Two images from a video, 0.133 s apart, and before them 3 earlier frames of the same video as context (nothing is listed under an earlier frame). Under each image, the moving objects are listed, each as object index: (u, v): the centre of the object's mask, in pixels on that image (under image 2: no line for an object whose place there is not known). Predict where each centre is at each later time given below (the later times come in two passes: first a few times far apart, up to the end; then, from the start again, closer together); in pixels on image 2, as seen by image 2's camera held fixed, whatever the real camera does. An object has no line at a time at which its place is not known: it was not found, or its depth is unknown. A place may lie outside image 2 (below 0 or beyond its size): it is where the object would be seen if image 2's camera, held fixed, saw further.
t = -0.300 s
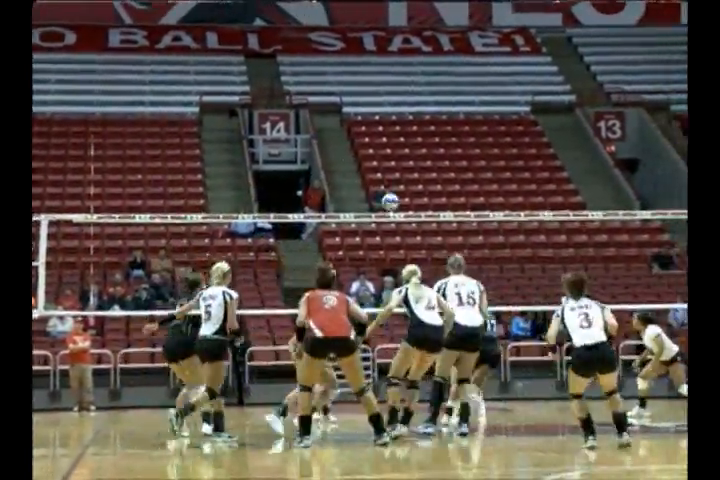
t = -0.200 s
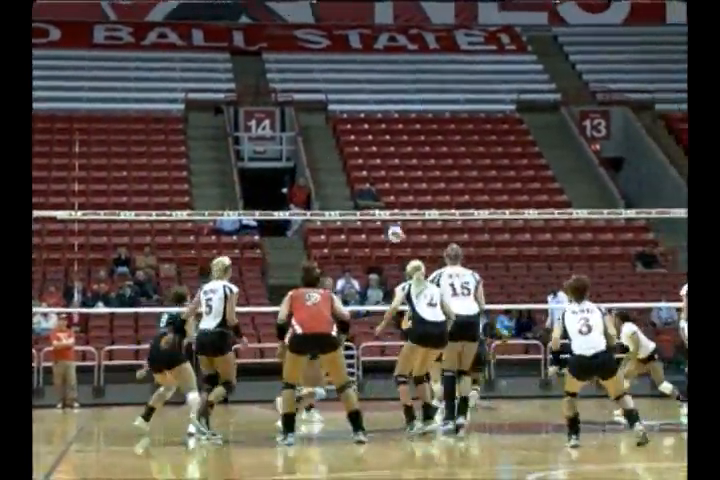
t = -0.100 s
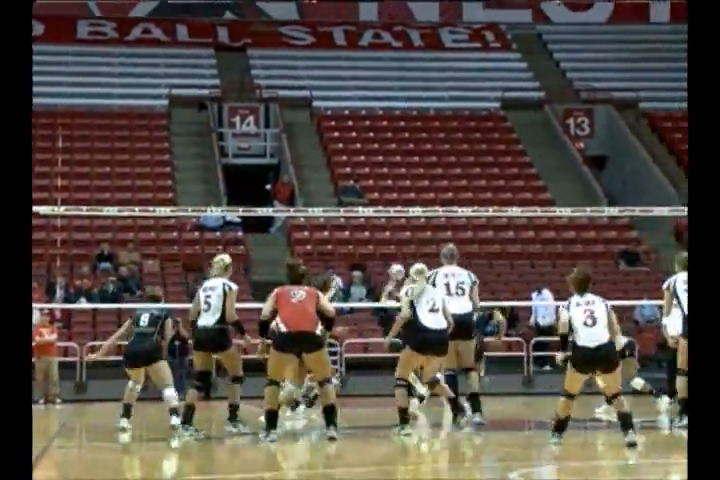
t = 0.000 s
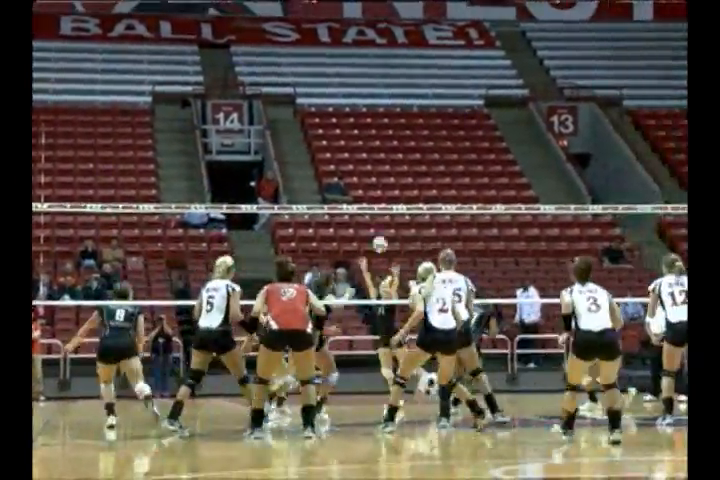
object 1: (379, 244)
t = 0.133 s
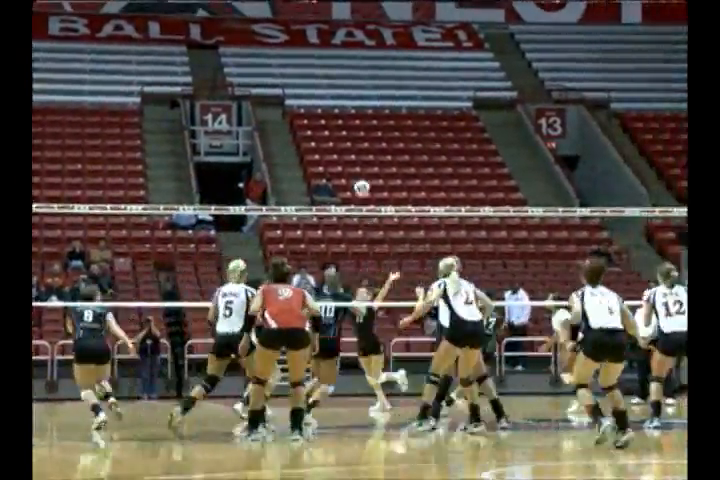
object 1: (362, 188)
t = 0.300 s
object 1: (353, 130)
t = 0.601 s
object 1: (340, 77)
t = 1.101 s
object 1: (317, 145)
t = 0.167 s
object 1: (360, 175)
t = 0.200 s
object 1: (359, 162)
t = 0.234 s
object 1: (357, 151)
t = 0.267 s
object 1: (355, 140)
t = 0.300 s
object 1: (353, 130)
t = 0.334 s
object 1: (352, 122)
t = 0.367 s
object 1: (351, 114)
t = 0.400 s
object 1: (350, 105)
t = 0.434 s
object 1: (348, 99)
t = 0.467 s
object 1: (346, 96)
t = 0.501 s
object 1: (345, 87)
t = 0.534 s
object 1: (343, 83)
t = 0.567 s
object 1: (341, 80)
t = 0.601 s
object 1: (340, 77)
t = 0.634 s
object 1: (339, 76)
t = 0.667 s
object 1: (337, 75)
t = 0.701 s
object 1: (336, 74)
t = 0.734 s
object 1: (335, 75)
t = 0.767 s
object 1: (333, 76)
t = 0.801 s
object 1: (331, 80)
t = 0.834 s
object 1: (331, 81)
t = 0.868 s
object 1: (329, 87)
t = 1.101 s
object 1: (317, 145)
